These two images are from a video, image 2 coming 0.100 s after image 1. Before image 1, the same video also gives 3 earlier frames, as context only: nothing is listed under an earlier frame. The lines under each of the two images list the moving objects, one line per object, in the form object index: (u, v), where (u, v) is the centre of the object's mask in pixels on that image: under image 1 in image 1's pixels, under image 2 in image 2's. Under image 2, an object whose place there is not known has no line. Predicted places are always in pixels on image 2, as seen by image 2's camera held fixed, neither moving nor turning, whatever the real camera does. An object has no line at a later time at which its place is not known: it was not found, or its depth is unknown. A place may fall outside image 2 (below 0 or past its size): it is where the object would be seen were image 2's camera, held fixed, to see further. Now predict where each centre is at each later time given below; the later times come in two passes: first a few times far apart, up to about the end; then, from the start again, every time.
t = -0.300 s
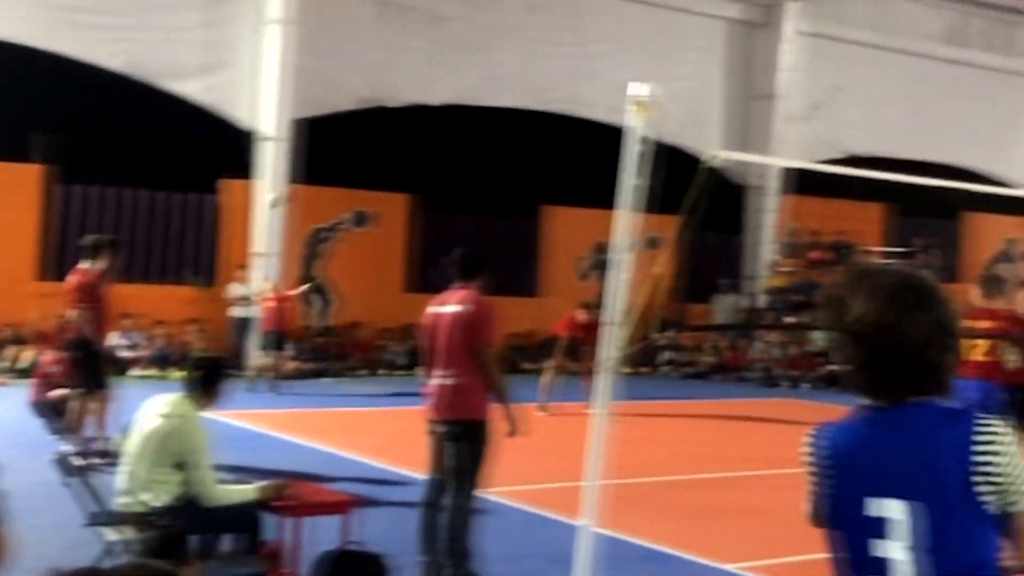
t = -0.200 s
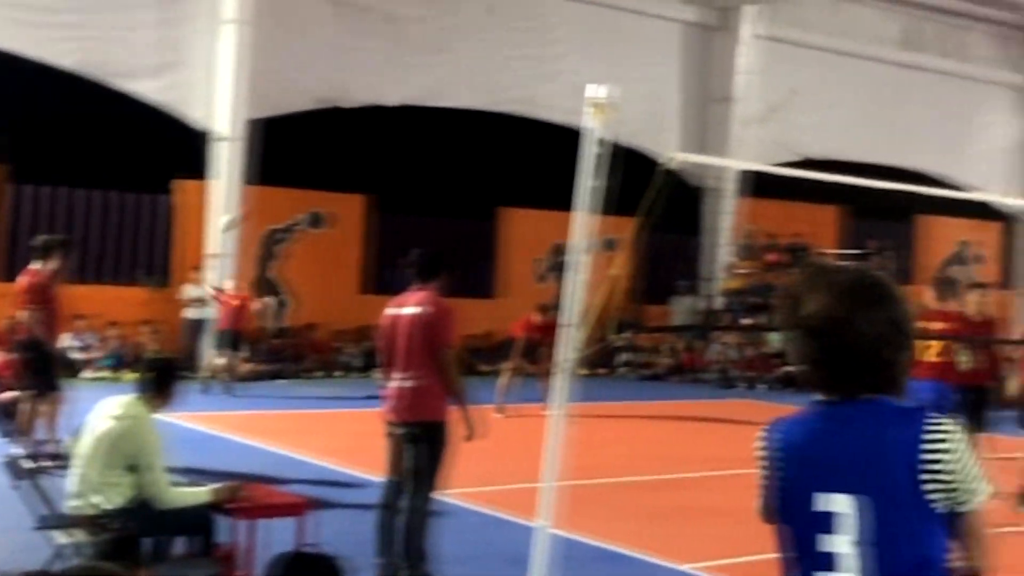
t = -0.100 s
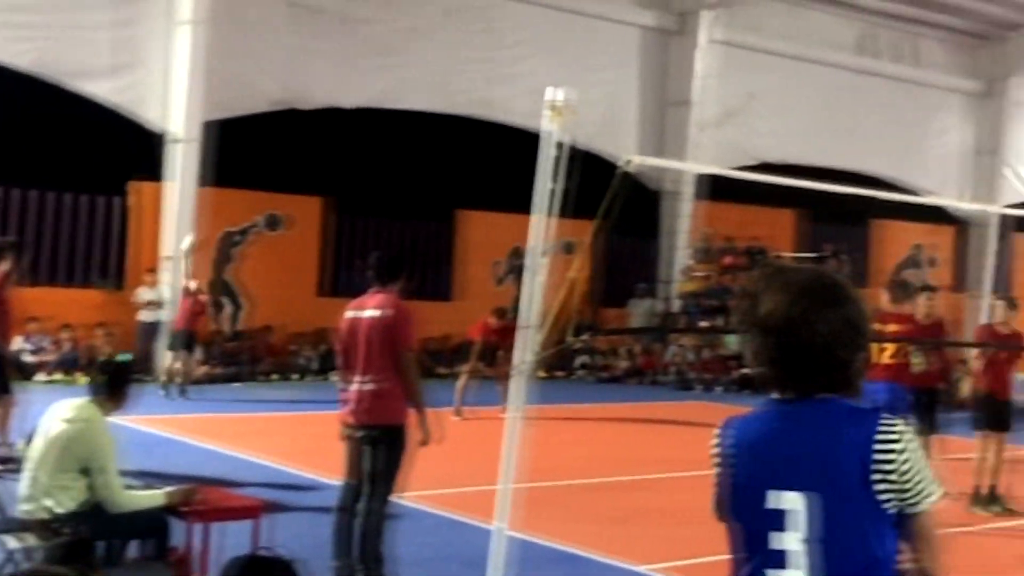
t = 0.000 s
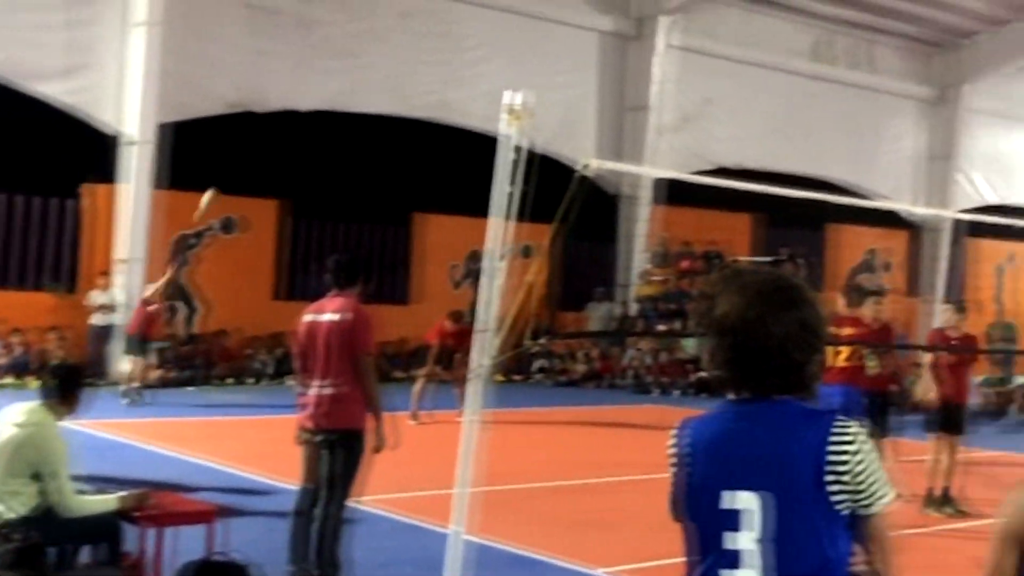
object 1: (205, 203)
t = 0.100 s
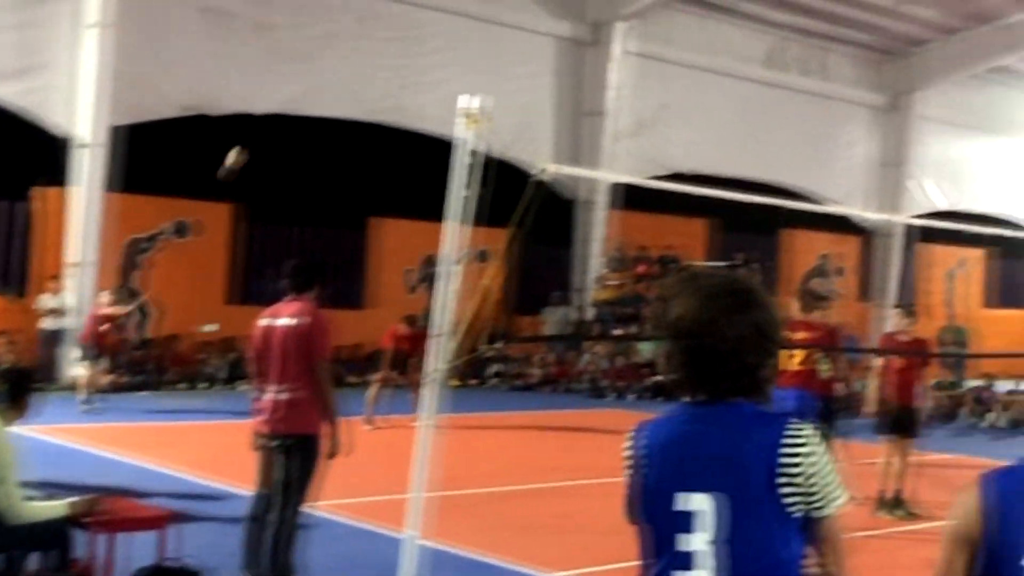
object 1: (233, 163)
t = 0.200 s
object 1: (311, 123)
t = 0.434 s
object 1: (525, 49)
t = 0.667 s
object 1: (776, 18)
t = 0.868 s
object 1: (1062, 46)
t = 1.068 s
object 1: (1417, 137)
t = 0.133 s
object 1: (258, 148)
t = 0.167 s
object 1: (285, 134)
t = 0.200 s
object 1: (311, 123)
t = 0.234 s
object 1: (340, 110)
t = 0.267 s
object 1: (370, 98)
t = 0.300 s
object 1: (399, 87)
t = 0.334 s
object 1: (429, 77)
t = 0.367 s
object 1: (459, 67)
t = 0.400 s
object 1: (493, 57)
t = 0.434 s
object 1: (525, 49)
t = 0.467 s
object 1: (558, 41)
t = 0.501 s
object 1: (590, 35)
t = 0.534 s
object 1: (625, 29)
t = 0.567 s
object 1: (662, 25)
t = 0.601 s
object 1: (697, 21)
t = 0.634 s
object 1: (738, 20)
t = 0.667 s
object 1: (776, 18)
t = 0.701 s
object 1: (820, 21)
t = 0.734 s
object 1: (861, 21)
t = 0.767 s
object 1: (907, 25)
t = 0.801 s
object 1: (955, 29)
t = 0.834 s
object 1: (1004, 36)
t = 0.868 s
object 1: (1062, 46)
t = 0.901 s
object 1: (1094, 42)
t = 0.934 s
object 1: (1168, 73)
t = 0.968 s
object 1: (1227, 87)
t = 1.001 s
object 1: (1286, 98)
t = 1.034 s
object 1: (1348, 116)
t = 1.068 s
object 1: (1417, 137)
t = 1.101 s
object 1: (1490, 162)
